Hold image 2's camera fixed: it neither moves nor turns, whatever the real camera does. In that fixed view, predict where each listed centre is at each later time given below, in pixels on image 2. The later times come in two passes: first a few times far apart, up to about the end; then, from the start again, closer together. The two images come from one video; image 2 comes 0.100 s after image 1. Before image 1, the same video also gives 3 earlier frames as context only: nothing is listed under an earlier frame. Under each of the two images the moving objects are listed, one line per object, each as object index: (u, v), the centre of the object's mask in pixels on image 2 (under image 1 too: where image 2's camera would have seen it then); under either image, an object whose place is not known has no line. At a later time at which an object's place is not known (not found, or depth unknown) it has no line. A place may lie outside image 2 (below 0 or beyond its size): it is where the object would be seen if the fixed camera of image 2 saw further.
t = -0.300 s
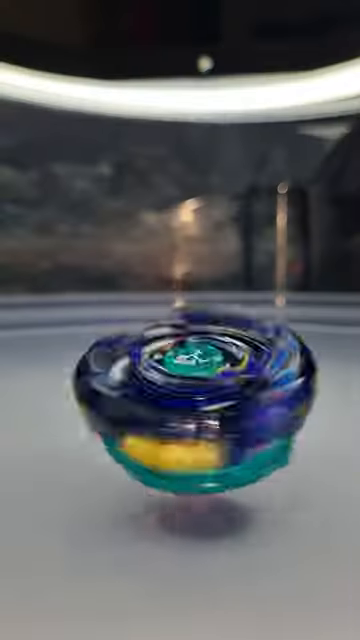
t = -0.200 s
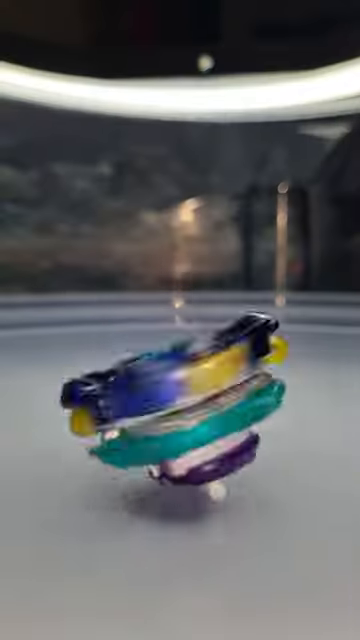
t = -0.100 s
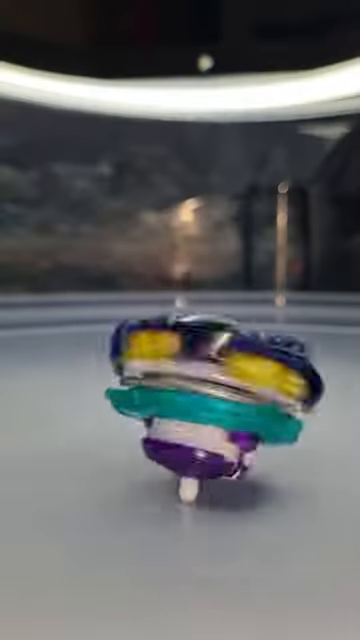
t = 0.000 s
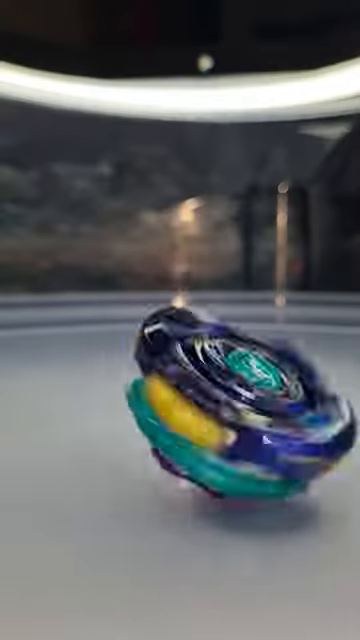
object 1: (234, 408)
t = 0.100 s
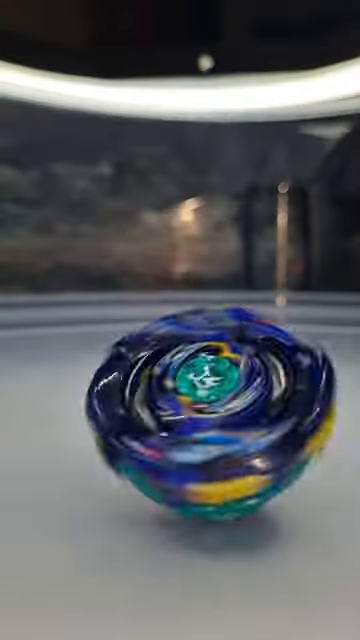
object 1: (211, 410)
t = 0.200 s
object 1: (188, 415)
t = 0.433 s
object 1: (202, 395)
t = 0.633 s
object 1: (228, 390)
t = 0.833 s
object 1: (195, 400)
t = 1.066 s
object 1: (172, 398)
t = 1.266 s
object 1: (225, 395)
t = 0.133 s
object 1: (200, 410)
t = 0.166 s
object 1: (193, 411)
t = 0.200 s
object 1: (188, 415)
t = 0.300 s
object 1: (182, 396)
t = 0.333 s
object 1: (190, 390)
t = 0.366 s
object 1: (193, 388)
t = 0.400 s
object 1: (200, 393)
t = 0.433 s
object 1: (202, 395)
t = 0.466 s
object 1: (203, 395)
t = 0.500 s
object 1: (208, 394)
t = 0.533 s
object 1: (216, 393)
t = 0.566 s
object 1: (220, 388)
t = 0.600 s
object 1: (225, 389)
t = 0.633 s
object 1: (228, 390)
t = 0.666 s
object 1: (220, 391)
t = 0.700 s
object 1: (219, 393)
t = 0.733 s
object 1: (215, 396)
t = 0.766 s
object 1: (208, 405)
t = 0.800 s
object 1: (204, 413)
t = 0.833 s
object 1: (195, 400)
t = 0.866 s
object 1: (184, 404)
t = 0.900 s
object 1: (179, 398)
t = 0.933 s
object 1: (174, 398)
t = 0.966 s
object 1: (181, 399)
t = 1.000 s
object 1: (170, 406)
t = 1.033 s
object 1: (167, 396)
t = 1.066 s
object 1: (172, 398)
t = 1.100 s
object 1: (183, 400)
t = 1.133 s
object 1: (192, 395)
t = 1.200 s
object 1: (195, 404)
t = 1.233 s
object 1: (210, 411)
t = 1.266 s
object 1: (225, 395)
